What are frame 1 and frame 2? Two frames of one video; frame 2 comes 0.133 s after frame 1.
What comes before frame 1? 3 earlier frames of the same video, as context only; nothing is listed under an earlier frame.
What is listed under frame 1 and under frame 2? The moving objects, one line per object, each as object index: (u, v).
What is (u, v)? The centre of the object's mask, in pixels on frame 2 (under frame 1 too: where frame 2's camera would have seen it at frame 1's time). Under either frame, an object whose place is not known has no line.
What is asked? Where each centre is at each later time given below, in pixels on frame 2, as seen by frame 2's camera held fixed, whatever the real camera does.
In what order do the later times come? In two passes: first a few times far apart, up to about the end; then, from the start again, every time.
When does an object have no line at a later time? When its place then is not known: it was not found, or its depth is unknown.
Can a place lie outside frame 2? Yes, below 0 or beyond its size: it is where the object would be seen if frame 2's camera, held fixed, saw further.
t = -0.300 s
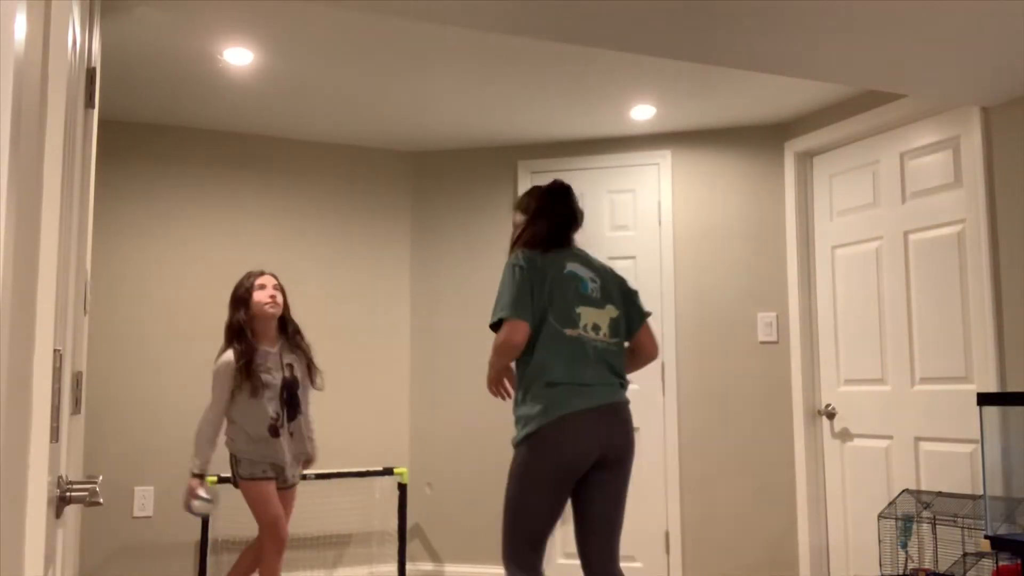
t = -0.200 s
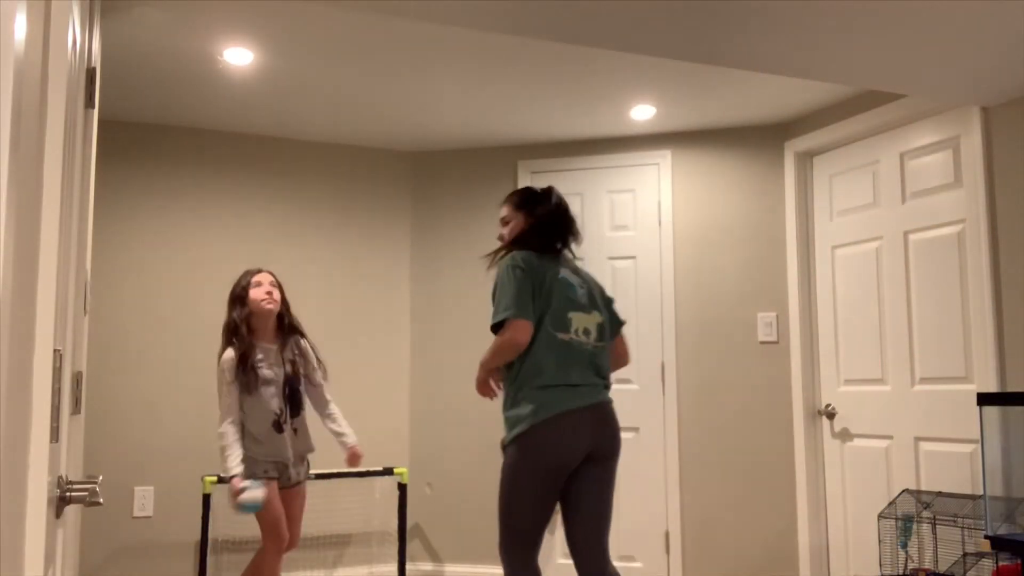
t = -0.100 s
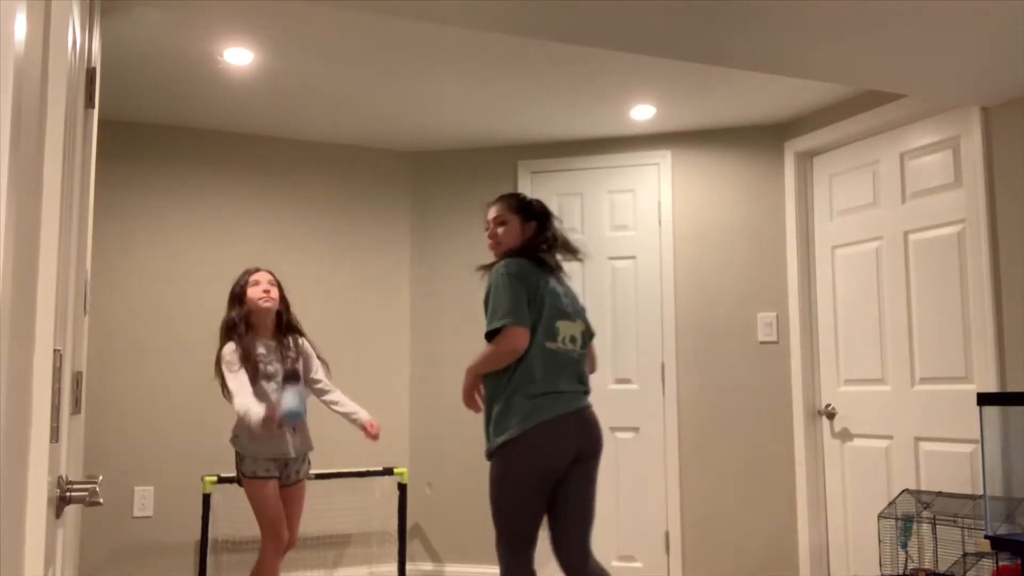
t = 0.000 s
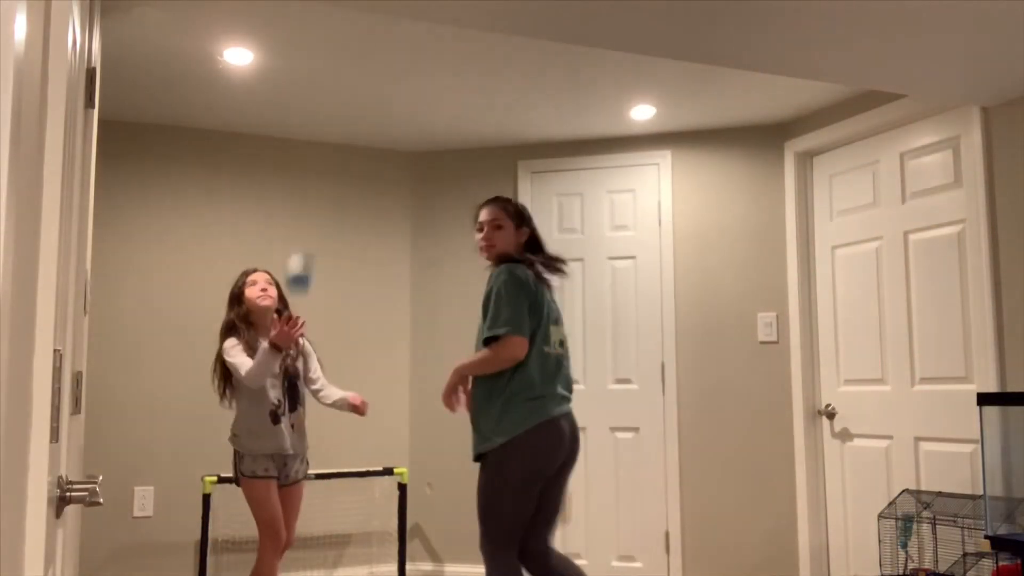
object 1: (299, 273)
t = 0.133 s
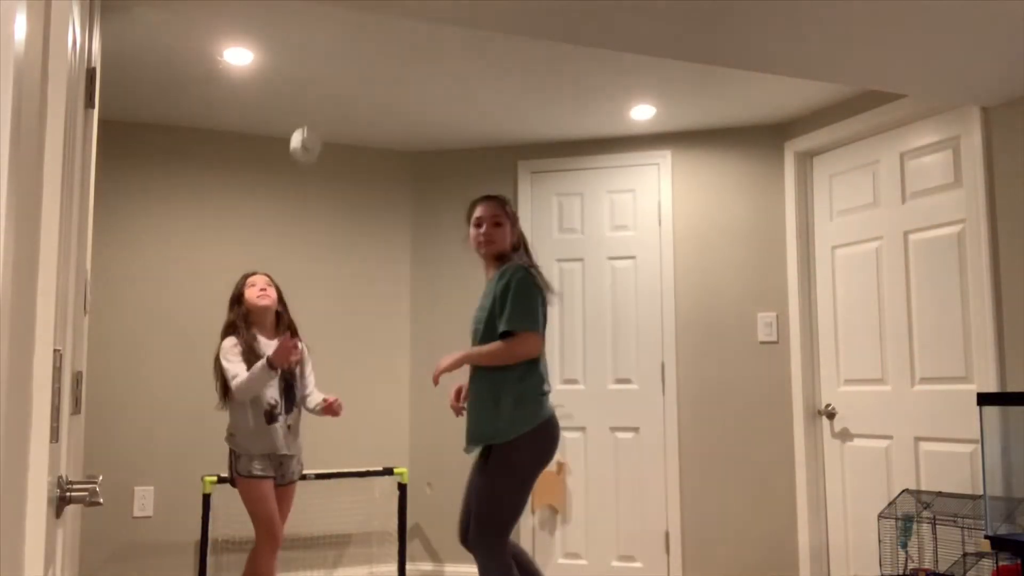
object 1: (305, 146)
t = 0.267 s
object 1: (308, 75)
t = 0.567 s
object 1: (314, 107)
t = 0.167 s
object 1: (299, 121)
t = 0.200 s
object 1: (299, 100)
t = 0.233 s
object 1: (306, 85)
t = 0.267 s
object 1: (308, 75)
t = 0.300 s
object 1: (309, 67)
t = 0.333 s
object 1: (310, 63)
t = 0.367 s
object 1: (311, 61)
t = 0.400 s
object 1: (311, 61)
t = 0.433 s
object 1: (313, 63)
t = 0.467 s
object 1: (313, 71)
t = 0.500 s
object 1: (313, 79)
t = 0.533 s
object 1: (314, 91)
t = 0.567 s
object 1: (314, 107)
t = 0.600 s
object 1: (313, 126)
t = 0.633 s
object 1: (316, 146)
